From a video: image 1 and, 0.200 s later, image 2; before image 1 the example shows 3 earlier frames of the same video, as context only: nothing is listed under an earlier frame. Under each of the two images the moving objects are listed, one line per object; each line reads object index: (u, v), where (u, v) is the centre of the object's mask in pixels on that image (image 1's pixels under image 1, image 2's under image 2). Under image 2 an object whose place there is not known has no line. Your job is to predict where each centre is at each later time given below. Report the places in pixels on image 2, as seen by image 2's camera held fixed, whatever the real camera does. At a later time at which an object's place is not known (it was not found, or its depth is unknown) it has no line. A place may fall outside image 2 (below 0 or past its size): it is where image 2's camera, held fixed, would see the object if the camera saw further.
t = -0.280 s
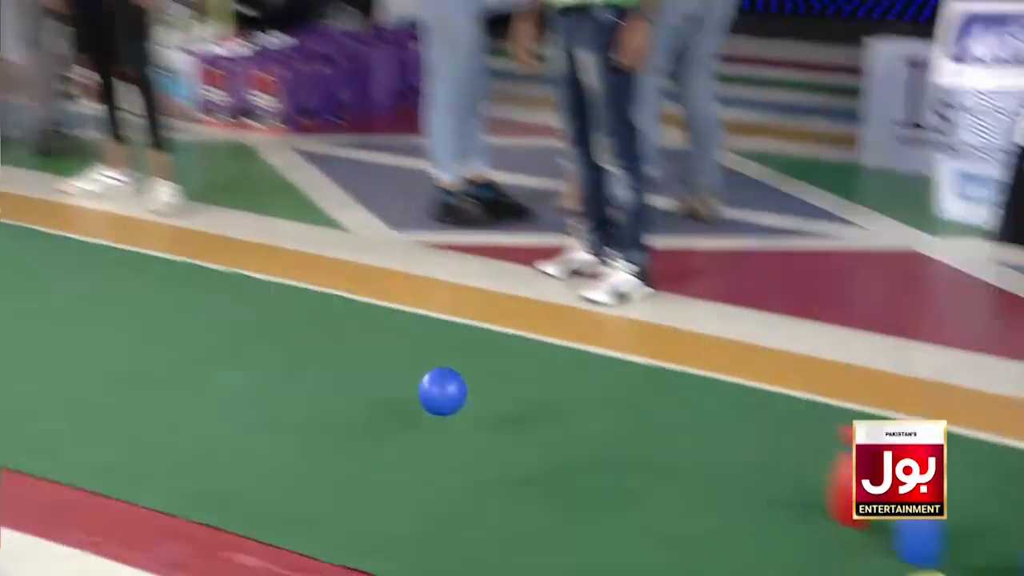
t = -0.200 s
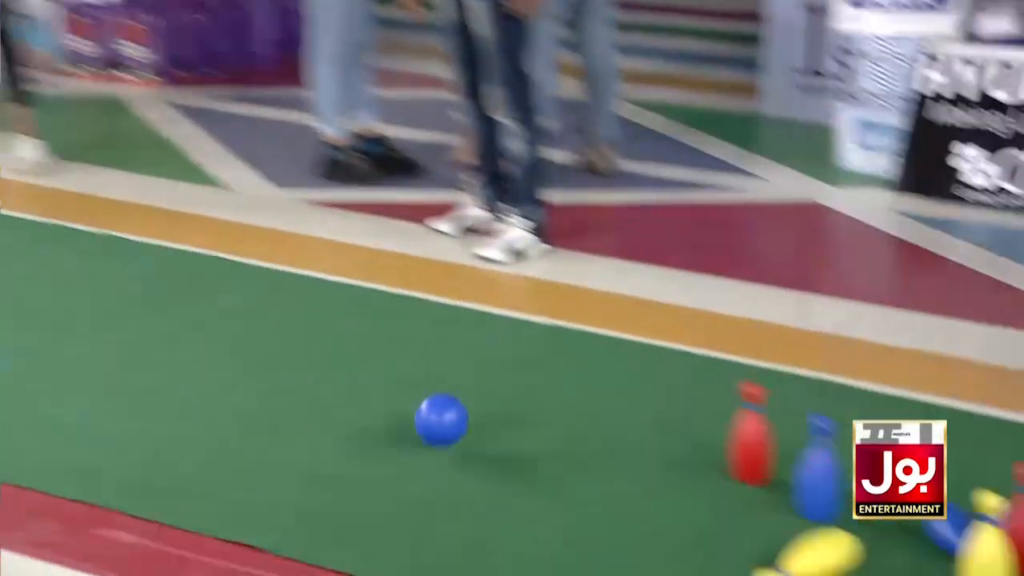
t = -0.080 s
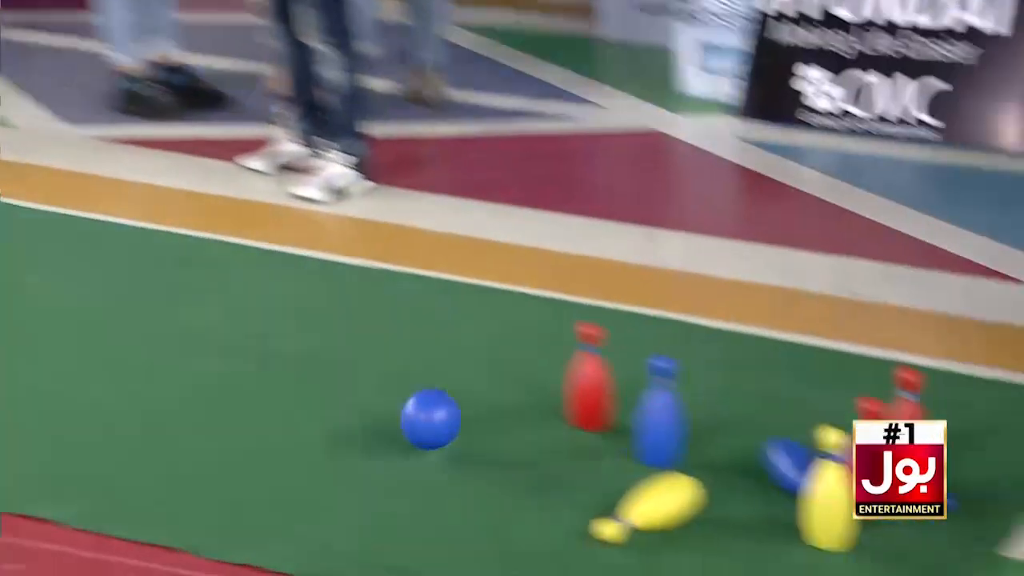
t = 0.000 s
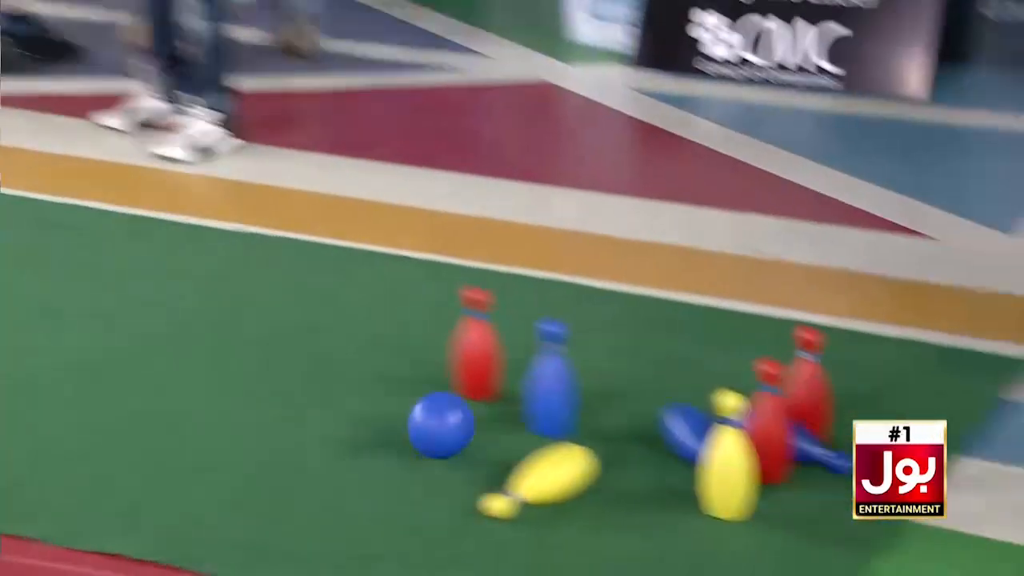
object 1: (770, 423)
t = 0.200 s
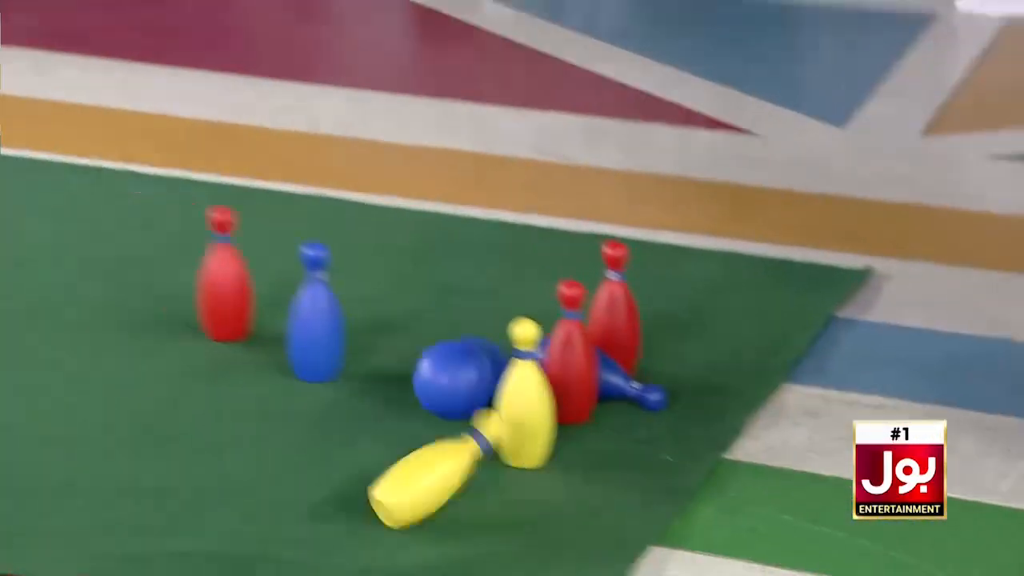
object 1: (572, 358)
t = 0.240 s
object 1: (574, 359)
